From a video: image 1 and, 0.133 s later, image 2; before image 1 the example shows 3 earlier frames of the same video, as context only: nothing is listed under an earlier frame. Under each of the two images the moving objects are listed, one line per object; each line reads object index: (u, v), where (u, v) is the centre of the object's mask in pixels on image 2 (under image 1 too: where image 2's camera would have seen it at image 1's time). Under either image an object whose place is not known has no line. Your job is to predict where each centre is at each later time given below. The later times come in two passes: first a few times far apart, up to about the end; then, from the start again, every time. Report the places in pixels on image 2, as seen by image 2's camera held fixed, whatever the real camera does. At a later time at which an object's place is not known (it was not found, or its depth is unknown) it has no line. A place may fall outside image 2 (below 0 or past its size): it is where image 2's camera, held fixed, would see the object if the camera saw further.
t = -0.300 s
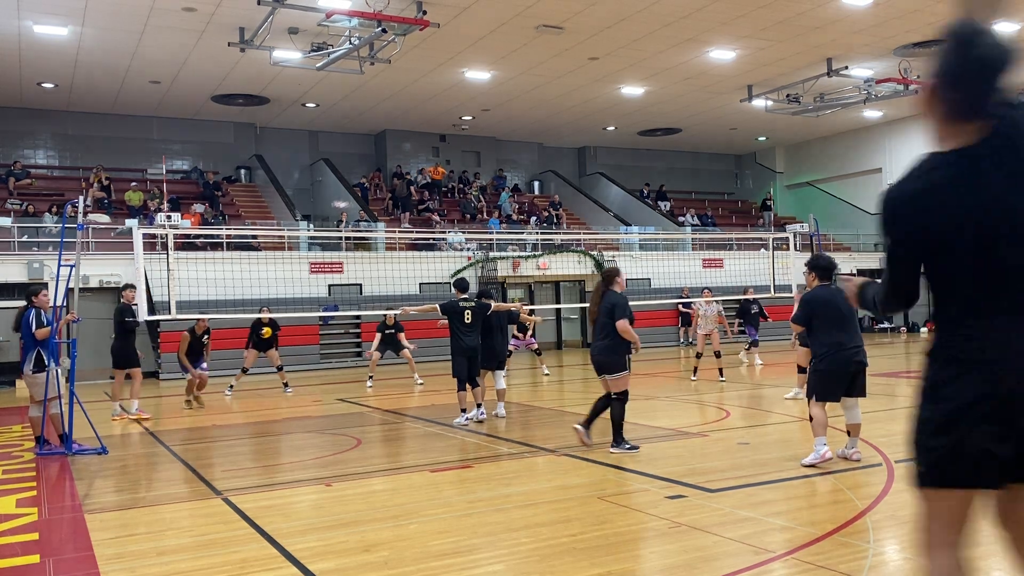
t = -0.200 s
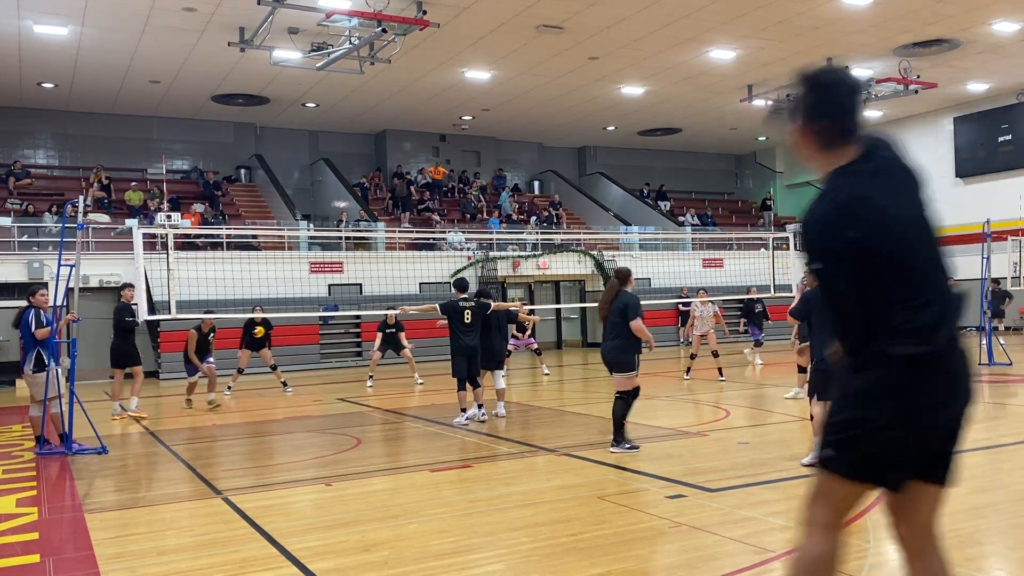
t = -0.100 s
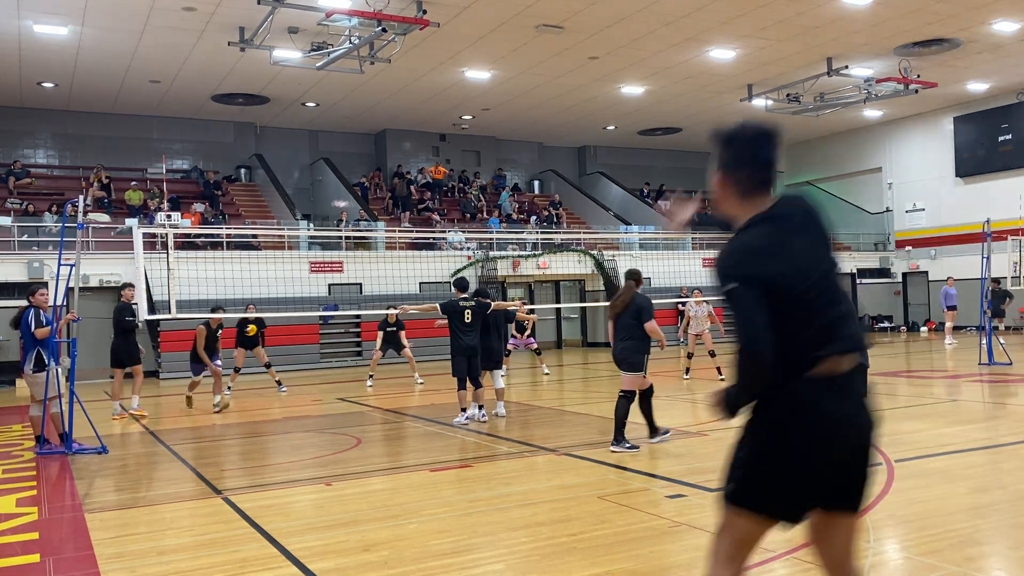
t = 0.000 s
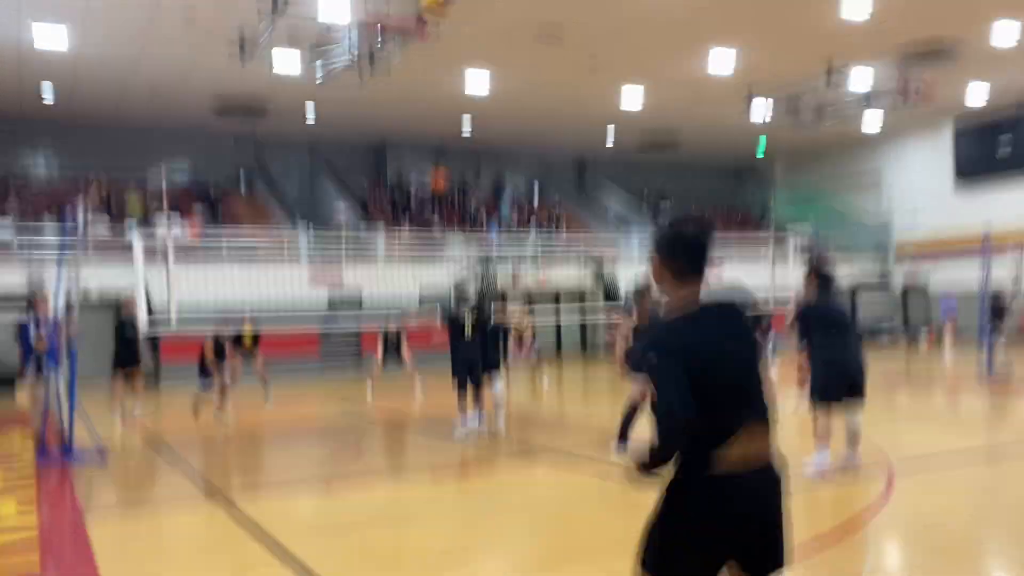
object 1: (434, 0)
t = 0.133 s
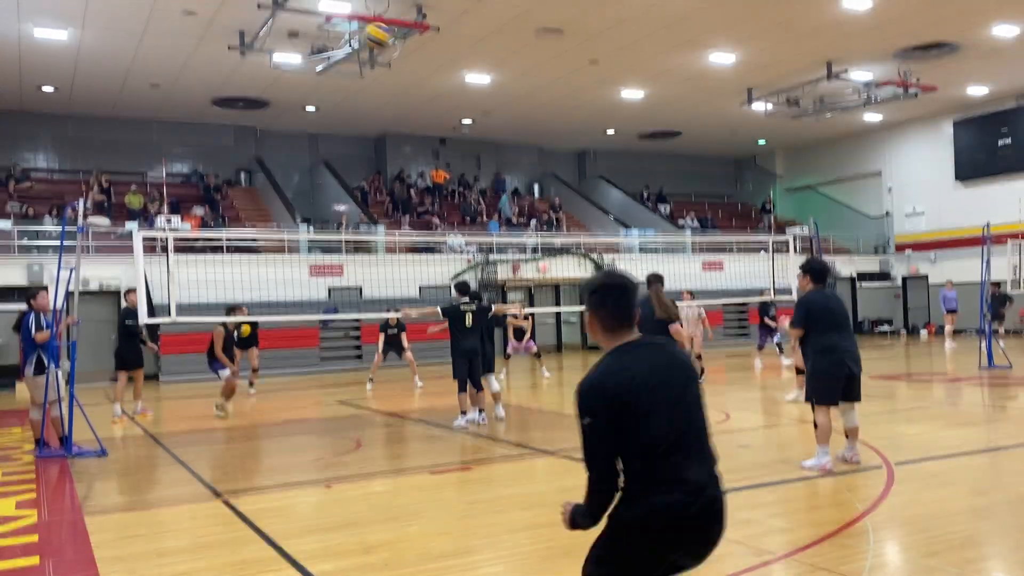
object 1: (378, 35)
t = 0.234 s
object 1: (348, 70)
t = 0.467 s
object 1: (308, 156)
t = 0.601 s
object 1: (292, 207)
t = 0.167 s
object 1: (366, 47)
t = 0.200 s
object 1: (356, 59)
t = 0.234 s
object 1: (348, 70)
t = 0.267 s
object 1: (341, 81)
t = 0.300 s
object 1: (335, 93)
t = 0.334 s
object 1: (328, 105)
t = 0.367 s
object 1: (322, 118)
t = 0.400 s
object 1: (317, 130)
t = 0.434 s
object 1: (312, 143)
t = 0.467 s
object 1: (308, 156)
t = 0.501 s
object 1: (303, 169)
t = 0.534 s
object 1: (299, 182)
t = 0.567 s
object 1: (296, 195)
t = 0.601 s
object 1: (292, 207)
